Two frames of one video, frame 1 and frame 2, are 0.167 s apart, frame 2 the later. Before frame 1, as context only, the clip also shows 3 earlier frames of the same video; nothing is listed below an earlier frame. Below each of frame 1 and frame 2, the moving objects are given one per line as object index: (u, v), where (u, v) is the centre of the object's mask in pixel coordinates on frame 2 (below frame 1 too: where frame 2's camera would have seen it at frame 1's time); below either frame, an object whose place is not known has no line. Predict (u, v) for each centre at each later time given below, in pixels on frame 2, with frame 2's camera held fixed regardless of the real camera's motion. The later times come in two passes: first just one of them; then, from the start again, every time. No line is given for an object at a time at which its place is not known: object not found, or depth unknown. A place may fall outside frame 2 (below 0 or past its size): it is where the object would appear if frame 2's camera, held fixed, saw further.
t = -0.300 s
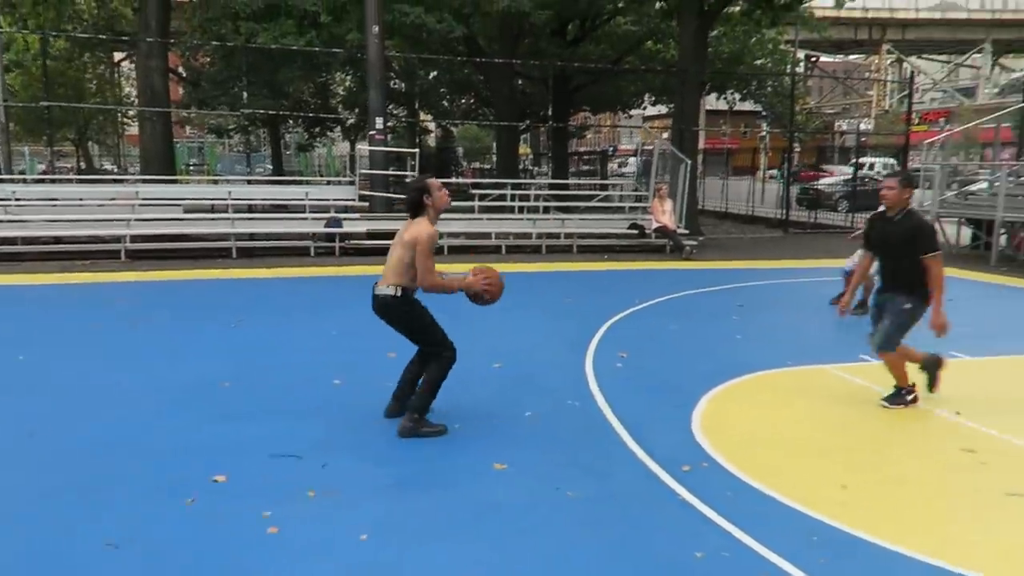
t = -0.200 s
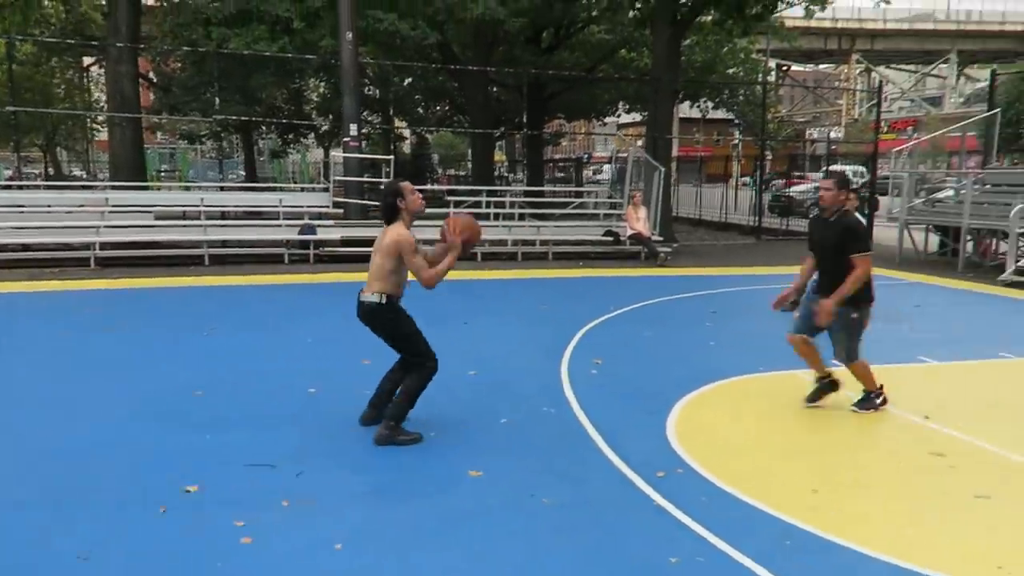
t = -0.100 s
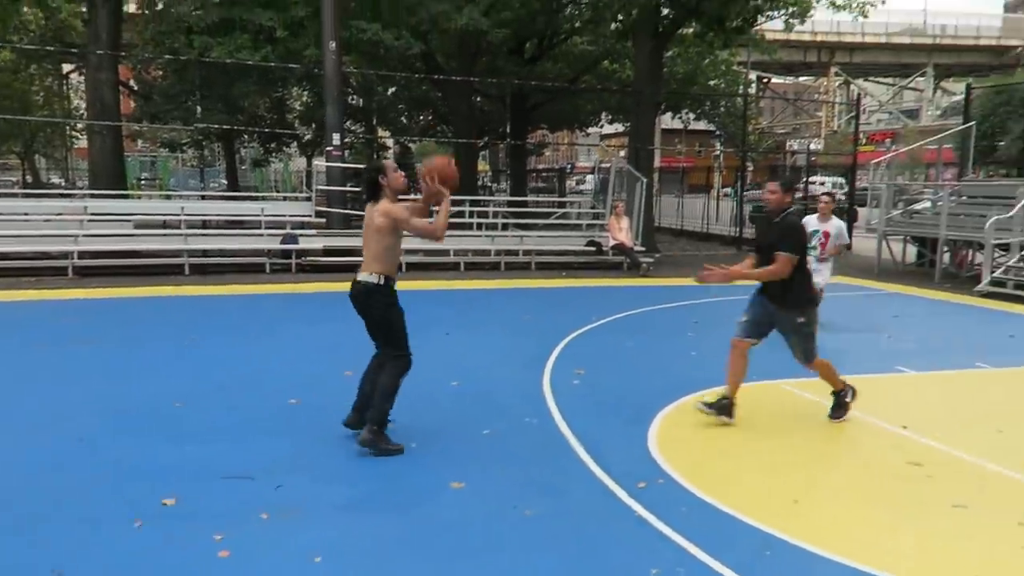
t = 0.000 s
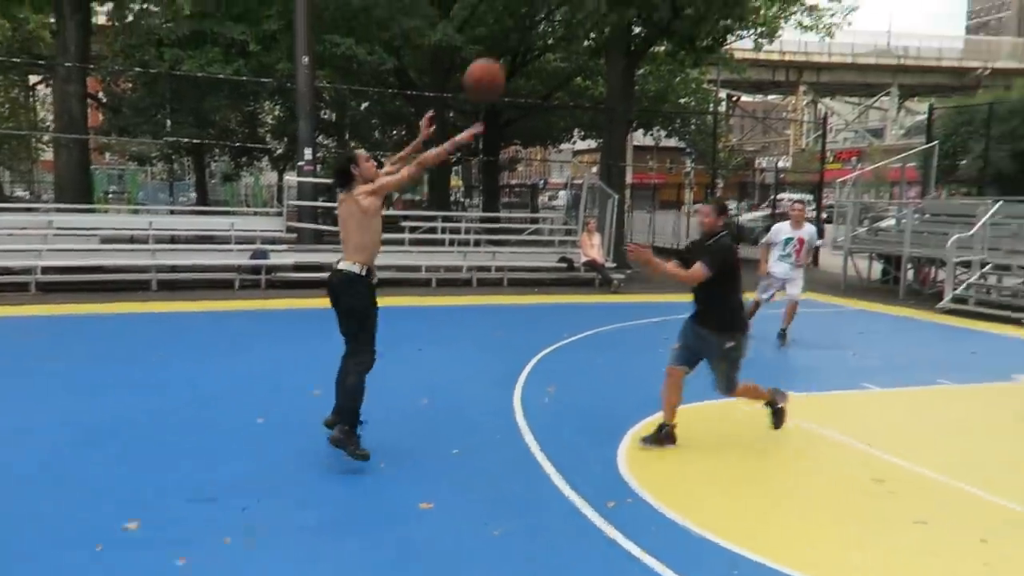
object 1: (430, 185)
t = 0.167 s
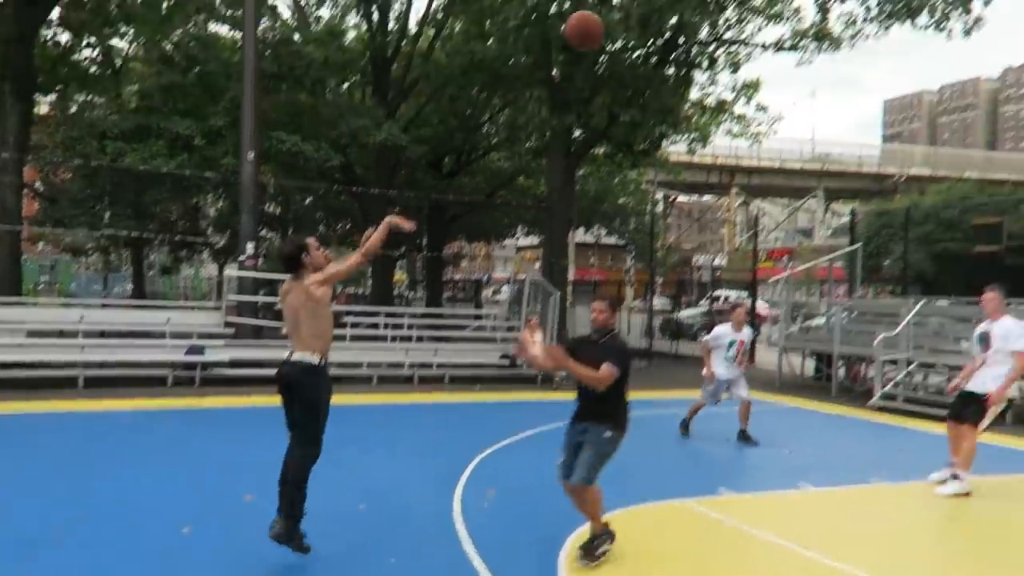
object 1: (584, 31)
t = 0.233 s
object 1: (641, -14)
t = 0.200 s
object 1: (612, 7)
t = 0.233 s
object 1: (641, -14)
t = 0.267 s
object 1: (668, -31)
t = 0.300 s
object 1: (695, -48)
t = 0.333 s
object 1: (720, -60)
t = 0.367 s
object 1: (747, -72)
